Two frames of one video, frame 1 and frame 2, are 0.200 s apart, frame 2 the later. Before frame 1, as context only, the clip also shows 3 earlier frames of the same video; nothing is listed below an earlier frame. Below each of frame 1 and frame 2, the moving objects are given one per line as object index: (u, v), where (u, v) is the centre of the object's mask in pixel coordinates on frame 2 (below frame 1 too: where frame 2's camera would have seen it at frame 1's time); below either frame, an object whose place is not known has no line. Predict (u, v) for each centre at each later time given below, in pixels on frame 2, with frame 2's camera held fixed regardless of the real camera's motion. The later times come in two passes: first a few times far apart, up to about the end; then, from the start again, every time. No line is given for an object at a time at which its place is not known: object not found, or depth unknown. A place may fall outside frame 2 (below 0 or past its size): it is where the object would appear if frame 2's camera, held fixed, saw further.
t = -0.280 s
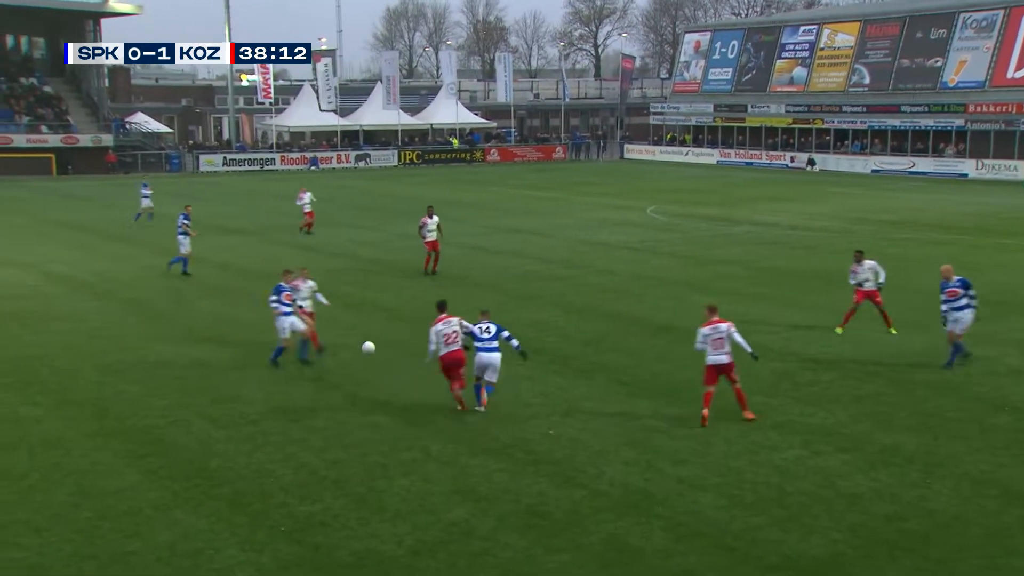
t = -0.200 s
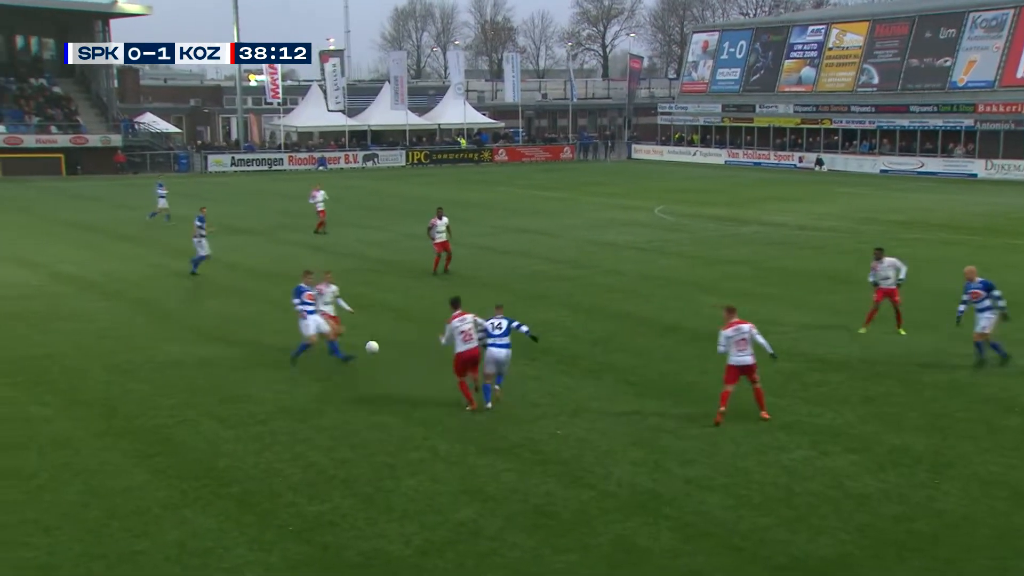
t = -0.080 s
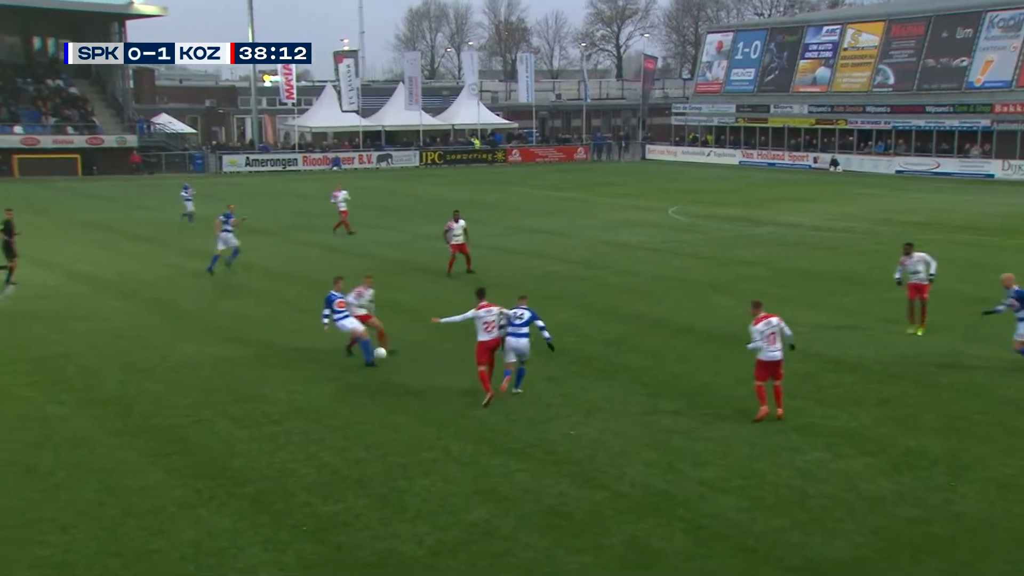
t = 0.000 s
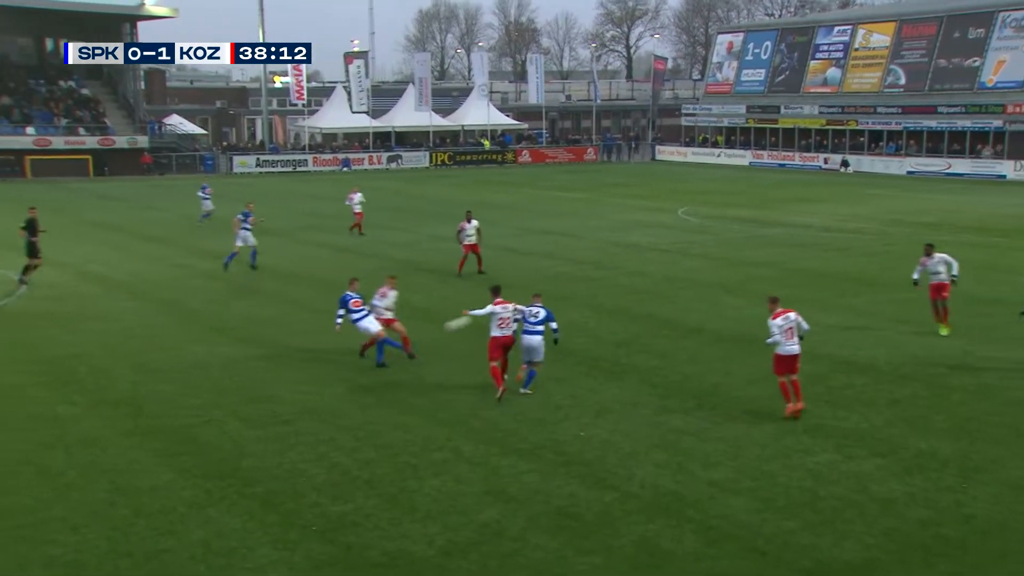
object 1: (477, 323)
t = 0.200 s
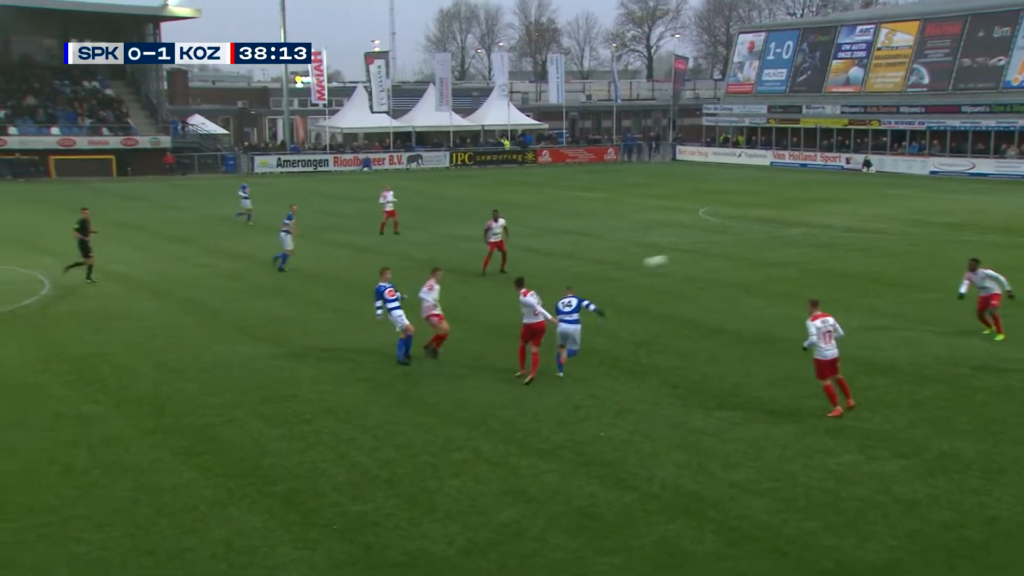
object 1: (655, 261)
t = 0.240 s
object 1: (690, 252)
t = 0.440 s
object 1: (852, 227)
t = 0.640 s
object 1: (1005, 230)
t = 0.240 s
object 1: (690, 252)
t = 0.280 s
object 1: (724, 245)
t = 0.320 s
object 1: (757, 239)
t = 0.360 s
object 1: (788, 234)
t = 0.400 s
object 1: (820, 230)
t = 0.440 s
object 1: (852, 227)
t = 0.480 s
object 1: (883, 226)
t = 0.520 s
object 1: (914, 226)
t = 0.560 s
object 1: (944, 226)
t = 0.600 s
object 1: (974, 228)
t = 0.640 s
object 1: (1005, 230)
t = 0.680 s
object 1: (1034, 234)
